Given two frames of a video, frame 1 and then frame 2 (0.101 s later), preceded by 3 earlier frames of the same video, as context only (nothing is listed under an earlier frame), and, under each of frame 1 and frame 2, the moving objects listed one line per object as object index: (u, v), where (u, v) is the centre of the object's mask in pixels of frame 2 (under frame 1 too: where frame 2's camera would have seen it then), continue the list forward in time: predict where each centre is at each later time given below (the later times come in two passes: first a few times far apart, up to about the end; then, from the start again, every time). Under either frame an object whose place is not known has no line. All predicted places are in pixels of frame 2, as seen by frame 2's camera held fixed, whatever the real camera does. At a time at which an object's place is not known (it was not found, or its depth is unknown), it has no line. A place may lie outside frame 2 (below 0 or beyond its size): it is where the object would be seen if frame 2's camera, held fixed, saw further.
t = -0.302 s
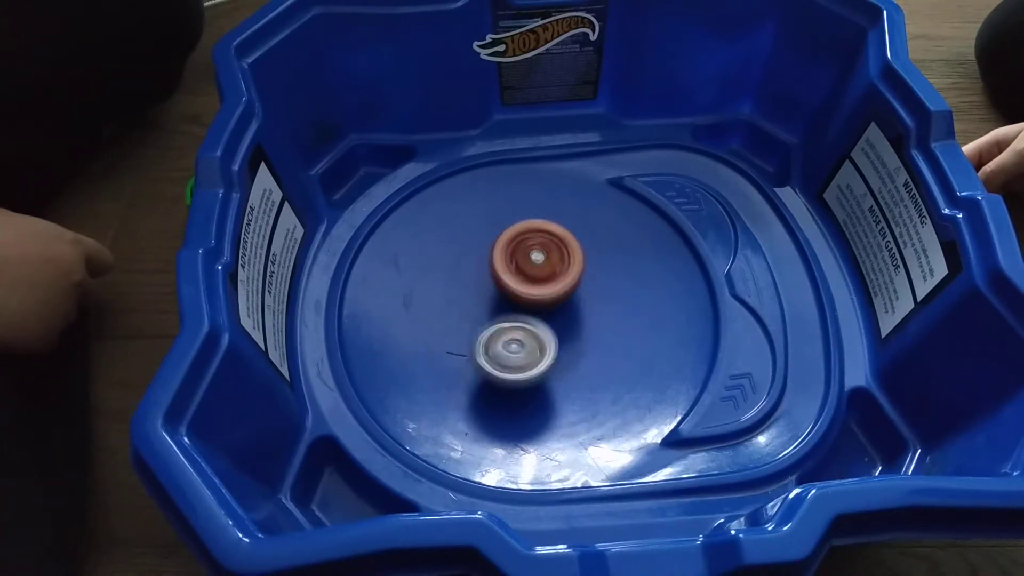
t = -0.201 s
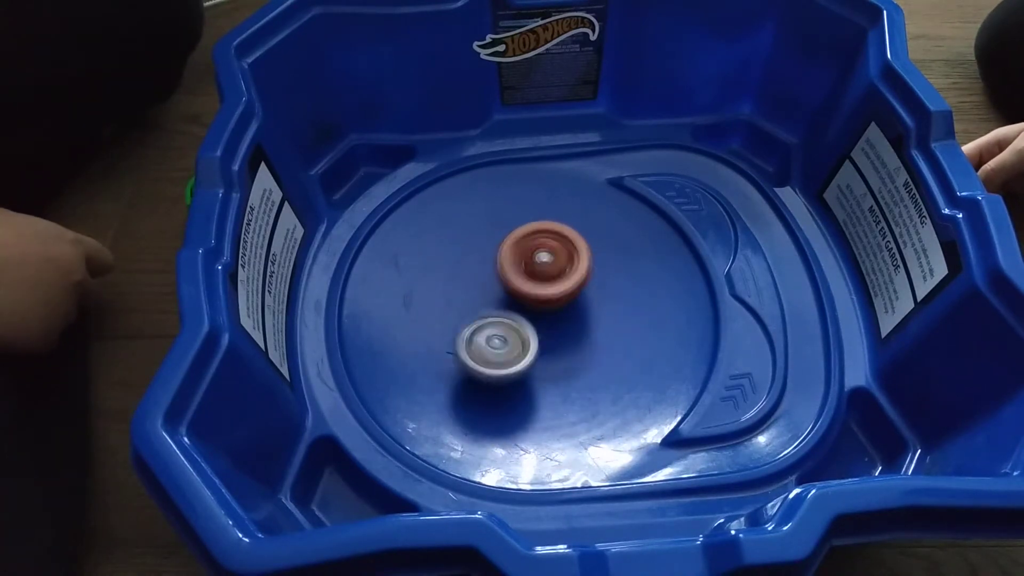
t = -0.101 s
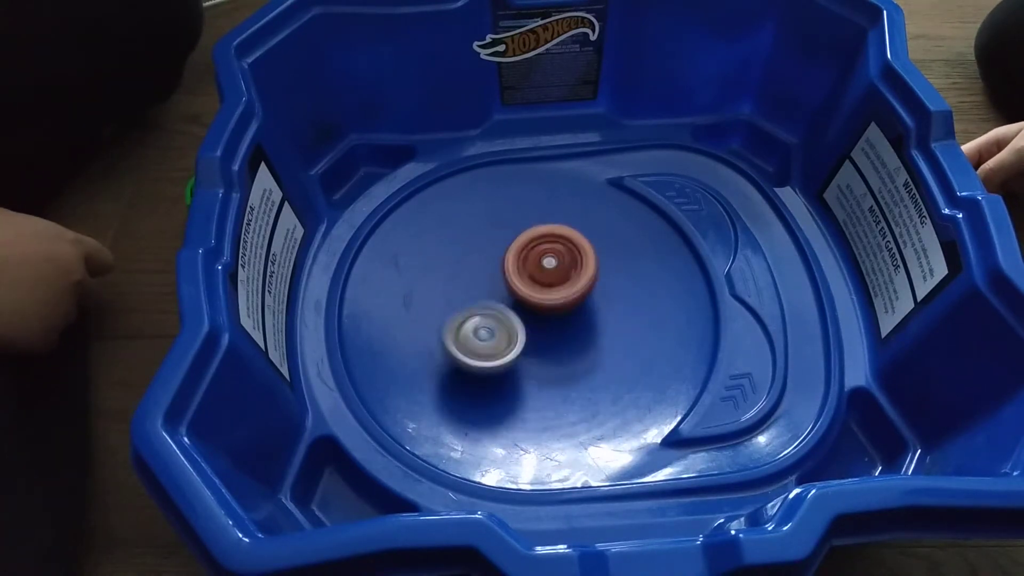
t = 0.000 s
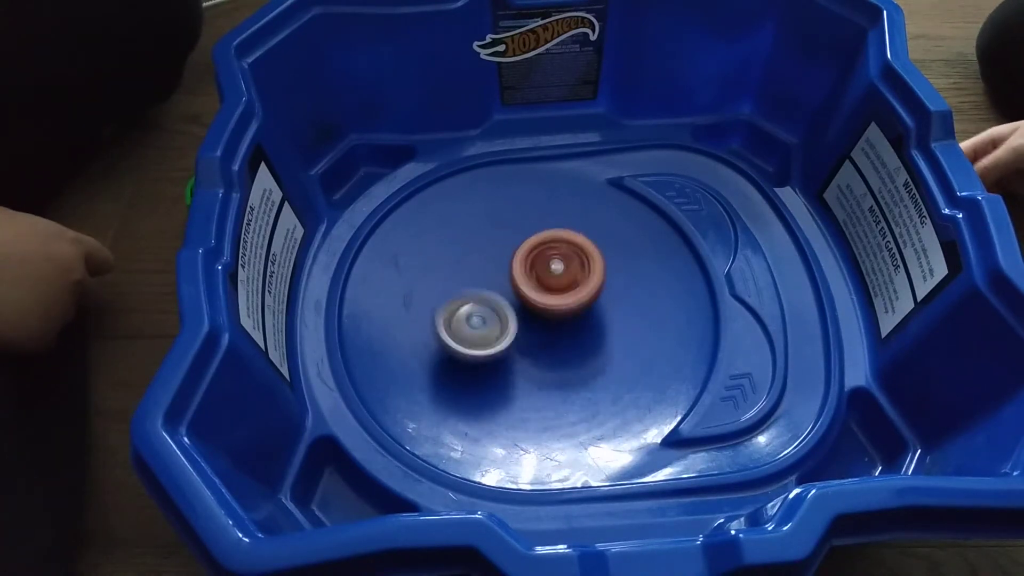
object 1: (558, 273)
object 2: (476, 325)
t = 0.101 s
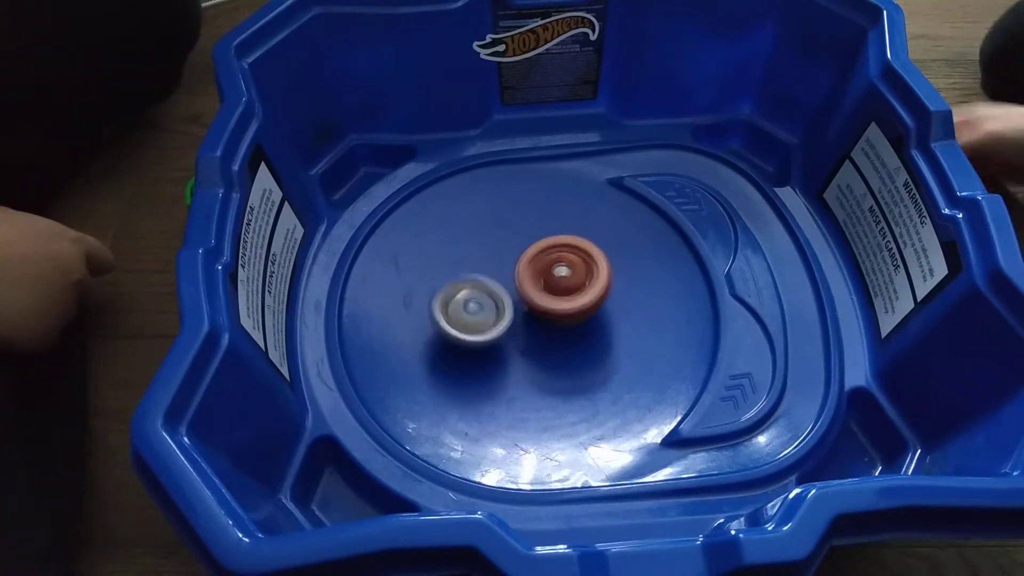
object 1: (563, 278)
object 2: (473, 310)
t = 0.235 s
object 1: (573, 289)
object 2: (474, 292)
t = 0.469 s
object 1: (577, 312)
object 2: (489, 262)
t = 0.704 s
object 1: (567, 326)
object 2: (512, 244)
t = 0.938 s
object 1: (540, 332)
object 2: (545, 251)
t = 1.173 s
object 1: (514, 328)
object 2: (575, 268)
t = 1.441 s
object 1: (489, 312)
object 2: (600, 285)
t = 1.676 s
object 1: (495, 292)
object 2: (588, 302)
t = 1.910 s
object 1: (501, 268)
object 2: (582, 328)
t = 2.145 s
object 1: (528, 253)
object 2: (548, 338)
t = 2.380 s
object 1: (555, 252)
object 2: (518, 331)
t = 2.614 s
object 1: (579, 262)
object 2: (497, 313)
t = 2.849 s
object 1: (590, 289)
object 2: (492, 296)
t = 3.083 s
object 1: (582, 327)
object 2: (483, 278)
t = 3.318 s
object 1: (551, 346)
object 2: (489, 275)
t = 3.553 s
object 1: (512, 335)
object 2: (504, 263)
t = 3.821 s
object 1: (495, 321)
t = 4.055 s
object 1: (504, 305)
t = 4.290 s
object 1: (485, 298)
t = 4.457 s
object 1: (468, 297)
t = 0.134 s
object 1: (567, 281)
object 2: (472, 305)
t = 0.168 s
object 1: (569, 284)
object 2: (471, 301)
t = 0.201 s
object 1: (571, 287)
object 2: (473, 296)
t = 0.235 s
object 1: (573, 289)
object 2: (474, 292)
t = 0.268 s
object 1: (573, 292)
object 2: (475, 288)
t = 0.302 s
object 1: (575, 295)
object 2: (478, 284)
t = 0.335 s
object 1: (575, 298)
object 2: (481, 281)
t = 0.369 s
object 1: (576, 300)
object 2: (483, 277)
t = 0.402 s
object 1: (575, 303)
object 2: (487, 273)
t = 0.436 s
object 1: (577, 308)
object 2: (488, 268)
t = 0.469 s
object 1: (577, 312)
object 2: (489, 262)
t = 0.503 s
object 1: (578, 315)
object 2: (491, 258)
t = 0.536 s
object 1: (576, 318)
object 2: (494, 255)
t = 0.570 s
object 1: (576, 319)
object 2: (496, 251)
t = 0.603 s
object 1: (573, 322)
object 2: (500, 249)
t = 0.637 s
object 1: (572, 323)
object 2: (504, 246)
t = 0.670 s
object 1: (568, 326)
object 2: (507, 245)
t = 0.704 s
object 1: (567, 326)
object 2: (512, 244)
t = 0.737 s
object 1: (563, 329)
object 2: (516, 243)
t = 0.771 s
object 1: (561, 329)
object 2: (521, 244)
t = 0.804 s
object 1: (556, 331)
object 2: (526, 244)
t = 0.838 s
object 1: (554, 330)
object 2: (530, 244)
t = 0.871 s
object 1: (549, 332)
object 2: (535, 246)
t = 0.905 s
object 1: (546, 331)
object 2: (540, 248)
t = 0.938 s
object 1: (540, 332)
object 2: (545, 251)
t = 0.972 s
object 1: (537, 332)
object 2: (550, 252)
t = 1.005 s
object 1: (532, 333)
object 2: (555, 254)
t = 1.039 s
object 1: (529, 332)
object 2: (560, 256)
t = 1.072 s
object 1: (524, 332)
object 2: (564, 258)
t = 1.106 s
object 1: (521, 331)
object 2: (568, 261)
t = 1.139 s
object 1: (516, 330)
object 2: (572, 265)
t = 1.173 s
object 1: (514, 328)
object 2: (575, 268)
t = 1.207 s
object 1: (509, 327)
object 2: (579, 272)
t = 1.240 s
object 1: (507, 325)
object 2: (582, 274)
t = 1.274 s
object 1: (501, 323)
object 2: (588, 277)
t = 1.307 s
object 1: (497, 322)
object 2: (594, 279)
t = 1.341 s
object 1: (493, 320)
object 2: (596, 280)
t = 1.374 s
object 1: (491, 317)
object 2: (599, 282)
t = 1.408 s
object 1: (490, 315)
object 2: (601, 283)
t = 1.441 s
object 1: (489, 312)
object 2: (600, 285)
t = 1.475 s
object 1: (490, 310)
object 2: (602, 287)
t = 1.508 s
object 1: (488, 307)
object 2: (600, 288)
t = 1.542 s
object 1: (489, 304)
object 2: (599, 291)
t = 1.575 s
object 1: (489, 301)
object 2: (597, 293)
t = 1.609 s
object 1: (492, 298)
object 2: (594, 296)
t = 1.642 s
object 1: (492, 296)
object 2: (591, 297)
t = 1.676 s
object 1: (495, 292)
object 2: (588, 302)
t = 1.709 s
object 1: (494, 289)
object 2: (591, 307)
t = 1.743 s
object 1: (492, 284)
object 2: (591, 311)
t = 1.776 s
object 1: (494, 281)
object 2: (591, 315)
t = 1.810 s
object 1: (495, 277)
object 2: (590, 319)
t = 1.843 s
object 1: (498, 274)
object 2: (588, 322)
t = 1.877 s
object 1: (499, 272)
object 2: (586, 325)
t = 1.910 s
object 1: (501, 268)
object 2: (582, 328)
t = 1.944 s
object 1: (505, 265)
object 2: (578, 330)
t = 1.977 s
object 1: (508, 263)
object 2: (574, 332)
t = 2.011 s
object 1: (513, 262)
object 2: (568, 333)
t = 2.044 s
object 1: (515, 261)
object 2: (564, 334)
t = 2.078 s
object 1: (520, 258)
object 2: (558, 335)
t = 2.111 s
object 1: (524, 257)
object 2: (554, 336)
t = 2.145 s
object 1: (528, 253)
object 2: (548, 338)
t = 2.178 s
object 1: (534, 252)
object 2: (541, 339)
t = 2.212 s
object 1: (538, 251)
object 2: (537, 338)
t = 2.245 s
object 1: (543, 250)
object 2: (534, 337)
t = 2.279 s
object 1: (545, 251)
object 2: (529, 335)
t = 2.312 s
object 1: (548, 251)
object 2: (526, 333)
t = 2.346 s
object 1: (552, 252)
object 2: (522, 331)
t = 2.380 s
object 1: (555, 252)
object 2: (518, 331)
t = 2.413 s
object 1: (561, 250)
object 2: (507, 332)
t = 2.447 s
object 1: (567, 252)
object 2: (501, 328)
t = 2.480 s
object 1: (569, 252)
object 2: (499, 325)
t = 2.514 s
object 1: (575, 254)
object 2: (501, 323)
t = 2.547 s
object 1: (576, 256)
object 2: (498, 321)
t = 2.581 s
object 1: (576, 258)
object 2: (497, 317)
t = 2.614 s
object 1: (579, 262)
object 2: (497, 313)
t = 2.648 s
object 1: (578, 266)
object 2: (497, 310)
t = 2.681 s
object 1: (584, 268)
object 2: (492, 310)
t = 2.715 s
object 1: (586, 273)
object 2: (485, 306)
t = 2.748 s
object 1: (588, 277)
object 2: (485, 303)
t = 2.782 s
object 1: (591, 279)
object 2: (486, 300)
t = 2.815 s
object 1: (591, 284)
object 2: (488, 297)
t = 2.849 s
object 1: (590, 289)
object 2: (492, 296)
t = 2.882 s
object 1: (591, 292)
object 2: (493, 296)
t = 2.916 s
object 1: (589, 298)
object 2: (490, 292)
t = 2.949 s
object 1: (587, 302)
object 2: (491, 290)
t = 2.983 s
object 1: (586, 307)
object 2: (491, 288)
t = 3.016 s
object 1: (583, 313)
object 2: (494, 287)
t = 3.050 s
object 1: (582, 319)
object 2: (489, 283)
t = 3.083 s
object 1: (582, 327)
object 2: (483, 278)
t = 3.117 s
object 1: (579, 334)
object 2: (483, 274)
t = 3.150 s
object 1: (575, 338)
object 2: (488, 275)
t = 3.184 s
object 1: (572, 340)
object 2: (493, 279)
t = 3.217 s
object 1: (567, 344)
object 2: (491, 280)
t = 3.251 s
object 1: (561, 346)
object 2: (490, 279)
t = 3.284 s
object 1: (558, 346)
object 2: (489, 278)
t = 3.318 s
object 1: (551, 346)
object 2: (489, 275)
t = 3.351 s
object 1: (543, 346)
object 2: (490, 275)
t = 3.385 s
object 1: (539, 343)
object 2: (492, 277)
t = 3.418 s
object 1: (533, 340)
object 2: (493, 278)
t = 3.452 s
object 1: (526, 341)
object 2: (492, 278)
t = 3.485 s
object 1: (520, 338)
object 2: (498, 269)
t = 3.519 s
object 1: (517, 337)
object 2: (502, 266)
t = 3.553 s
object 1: (512, 335)
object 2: (504, 263)
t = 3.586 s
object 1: (509, 331)
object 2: (510, 260)
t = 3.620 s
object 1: (507, 330)
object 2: (513, 259)
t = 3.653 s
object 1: (503, 328)
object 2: (516, 257)
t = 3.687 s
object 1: (498, 327)
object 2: (519, 254)
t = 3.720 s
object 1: (497, 325)
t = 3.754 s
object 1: (495, 324)
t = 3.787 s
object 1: (494, 323)
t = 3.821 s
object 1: (495, 321)
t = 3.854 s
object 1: (497, 319)
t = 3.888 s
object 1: (497, 317)
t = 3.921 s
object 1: (496, 314)
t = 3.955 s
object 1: (500, 311)
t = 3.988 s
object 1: (504, 310)
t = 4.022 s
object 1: (505, 309)
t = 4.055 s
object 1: (504, 305)
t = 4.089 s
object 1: (504, 301)
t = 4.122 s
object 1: (504, 297)
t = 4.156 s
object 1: (502, 295)
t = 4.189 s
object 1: (498, 294)
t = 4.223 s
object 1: (493, 296)
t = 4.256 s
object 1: (490, 297)
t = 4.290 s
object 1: (485, 298)
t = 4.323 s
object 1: (483, 298)
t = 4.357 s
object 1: (480, 299)
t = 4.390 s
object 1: (474, 300)
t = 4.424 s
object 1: (468, 299)
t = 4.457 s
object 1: (468, 297)
